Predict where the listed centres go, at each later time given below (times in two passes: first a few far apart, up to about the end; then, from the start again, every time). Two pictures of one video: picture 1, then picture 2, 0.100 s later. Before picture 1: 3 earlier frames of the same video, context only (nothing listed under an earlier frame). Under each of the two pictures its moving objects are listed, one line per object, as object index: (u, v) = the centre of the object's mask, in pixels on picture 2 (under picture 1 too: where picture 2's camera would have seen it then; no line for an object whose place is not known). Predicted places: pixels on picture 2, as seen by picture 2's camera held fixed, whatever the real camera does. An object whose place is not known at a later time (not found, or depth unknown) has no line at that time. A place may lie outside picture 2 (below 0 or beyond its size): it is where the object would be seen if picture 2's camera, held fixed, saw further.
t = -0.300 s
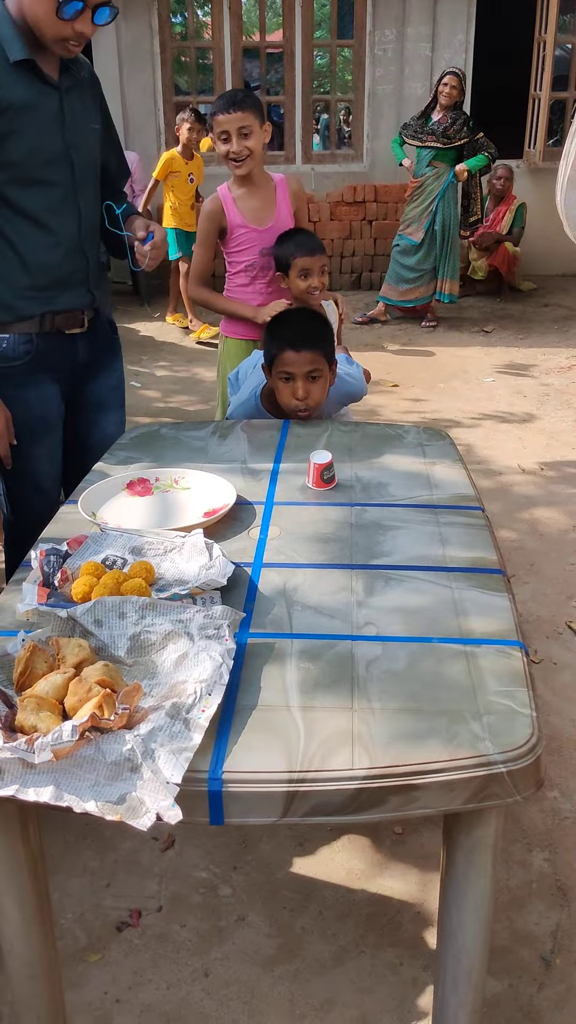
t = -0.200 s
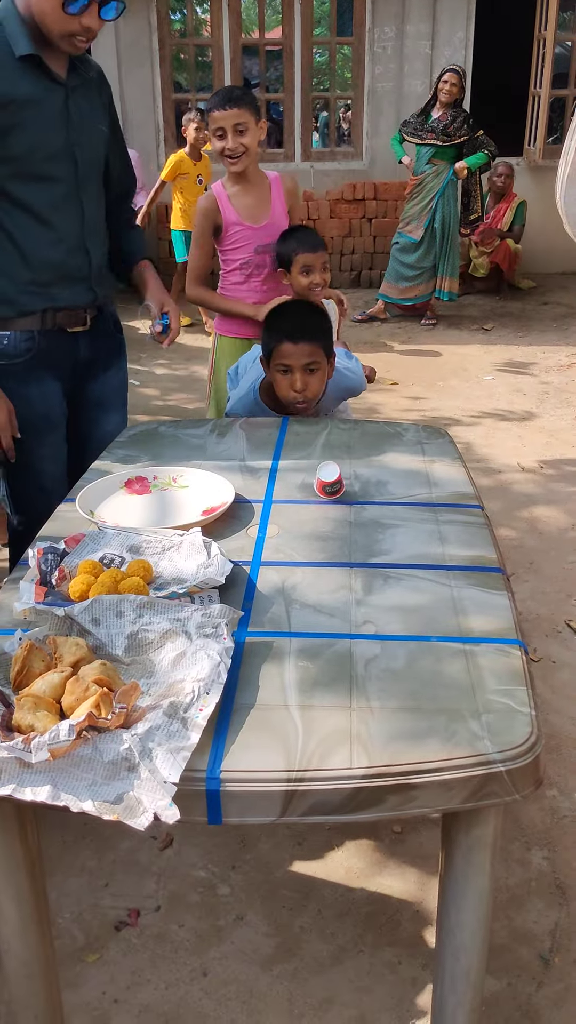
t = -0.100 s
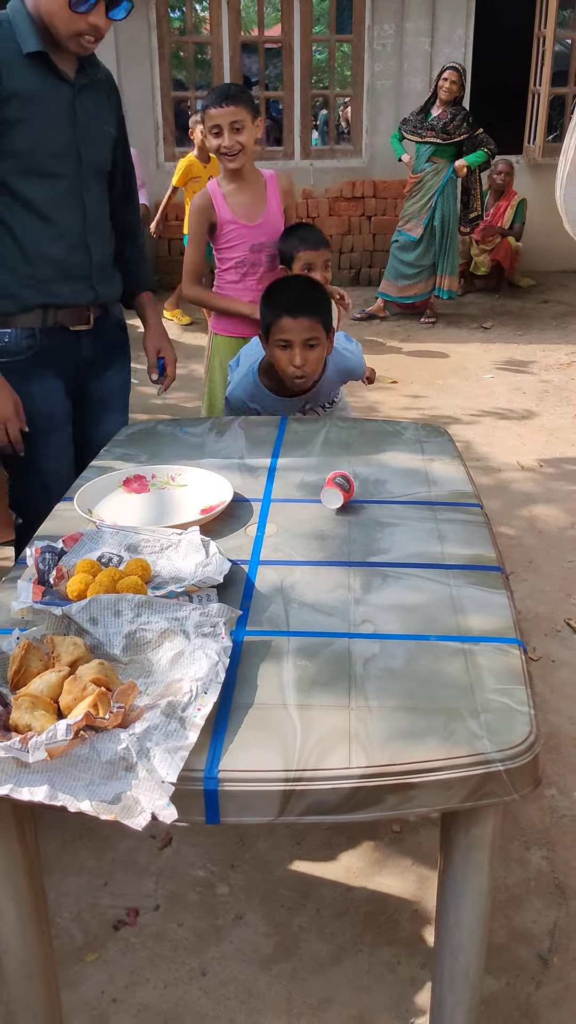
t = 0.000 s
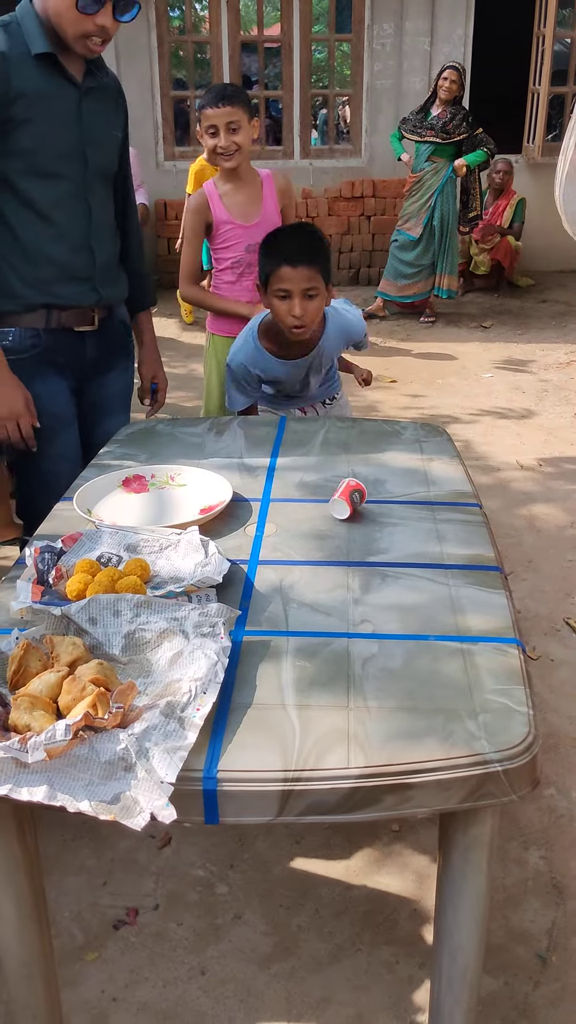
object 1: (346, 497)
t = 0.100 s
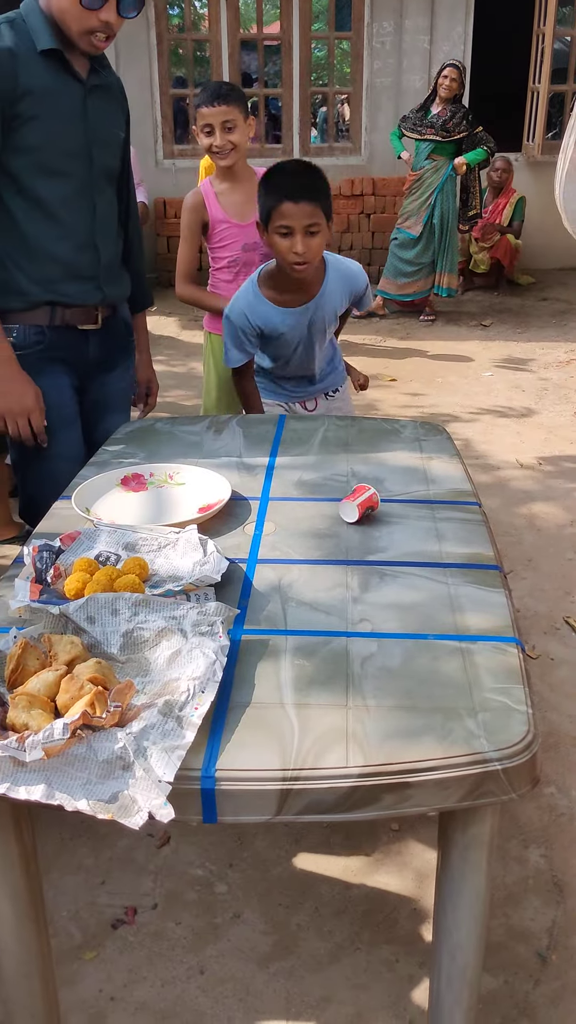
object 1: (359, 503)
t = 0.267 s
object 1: (379, 510)
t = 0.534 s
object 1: (405, 525)
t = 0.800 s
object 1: (418, 544)
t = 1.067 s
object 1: (416, 565)
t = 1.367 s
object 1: (397, 584)
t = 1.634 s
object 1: (364, 600)
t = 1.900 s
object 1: (324, 607)
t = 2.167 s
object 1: (285, 609)
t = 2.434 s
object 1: (252, 604)
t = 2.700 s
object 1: (245, 600)
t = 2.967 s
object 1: (258, 605)
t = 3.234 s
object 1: (263, 605)
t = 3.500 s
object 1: (253, 604)
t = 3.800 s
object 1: (244, 600)
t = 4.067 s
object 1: (249, 602)
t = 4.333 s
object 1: (259, 605)
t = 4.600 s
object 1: (259, 605)
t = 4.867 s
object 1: (250, 603)
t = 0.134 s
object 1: (363, 505)
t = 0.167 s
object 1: (367, 506)
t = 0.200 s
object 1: (371, 507)
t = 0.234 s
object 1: (375, 508)
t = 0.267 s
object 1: (379, 510)
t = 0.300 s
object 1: (383, 512)
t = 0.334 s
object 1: (387, 514)
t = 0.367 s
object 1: (390, 516)
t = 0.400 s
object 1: (394, 518)
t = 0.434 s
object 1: (397, 520)
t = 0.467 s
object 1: (400, 521)
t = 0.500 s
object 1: (403, 523)
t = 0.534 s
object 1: (405, 525)
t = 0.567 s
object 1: (407, 527)
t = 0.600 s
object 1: (409, 529)
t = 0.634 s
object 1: (411, 532)
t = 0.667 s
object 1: (413, 534)
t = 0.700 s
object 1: (415, 537)
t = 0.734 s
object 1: (416, 539)
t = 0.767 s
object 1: (417, 542)
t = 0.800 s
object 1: (418, 544)
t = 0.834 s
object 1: (418, 546)
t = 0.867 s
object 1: (419, 549)
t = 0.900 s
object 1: (418, 552)
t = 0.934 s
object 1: (418, 555)
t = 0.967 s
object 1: (418, 558)
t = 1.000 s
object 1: (418, 560)
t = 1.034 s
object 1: (417, 563)
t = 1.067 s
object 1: (416, 565)
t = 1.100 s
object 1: (415, 567)
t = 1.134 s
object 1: (413, 570)
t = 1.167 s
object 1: (411, 572)
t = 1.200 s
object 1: (409, 573)
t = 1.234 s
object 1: (407, 576)
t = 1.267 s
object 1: (405, 578)
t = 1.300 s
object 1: (402, 580)
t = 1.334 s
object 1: (400, 583)
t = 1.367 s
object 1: (397, 584)
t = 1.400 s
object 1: (393, 586)
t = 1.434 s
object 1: (389, 588)
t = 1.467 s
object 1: (386, 589)
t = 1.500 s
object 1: (383, 591)
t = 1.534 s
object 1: (378, 594)
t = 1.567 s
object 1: (374, 596)
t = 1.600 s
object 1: (370, 598)
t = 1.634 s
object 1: (364, 600)
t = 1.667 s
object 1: (359, 601)
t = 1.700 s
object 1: (354, 602)
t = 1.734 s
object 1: (349, 604)
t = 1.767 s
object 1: (343, 605)
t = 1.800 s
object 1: (338, 605)
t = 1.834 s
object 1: (334, 606)
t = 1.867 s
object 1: (329, 607)
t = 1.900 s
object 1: (324, 607)
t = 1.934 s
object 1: (320, 608)
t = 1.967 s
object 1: (315, 608)
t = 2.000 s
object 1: (310, 609)
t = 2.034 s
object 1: (304, 609)
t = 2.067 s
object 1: (299, 609)
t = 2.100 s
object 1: (294, 609)
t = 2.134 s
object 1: (290, 609)
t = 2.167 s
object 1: (285, 609)
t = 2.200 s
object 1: (280, 608)
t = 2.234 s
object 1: (276, 608)
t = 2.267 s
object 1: (272, 607)
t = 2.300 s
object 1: (267, 607)
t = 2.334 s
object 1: (263, 606)
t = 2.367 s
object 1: (259, 606)
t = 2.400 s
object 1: (256, 605)
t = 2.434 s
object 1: (252, 604)
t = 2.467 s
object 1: (249, 603)
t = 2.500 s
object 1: (246, 601)
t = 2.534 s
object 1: (243, 599)
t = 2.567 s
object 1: (241, 598)
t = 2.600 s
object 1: (241, 597)
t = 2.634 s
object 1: (242, 598)
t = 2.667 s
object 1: (243, 599)
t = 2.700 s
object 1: (245, 600)
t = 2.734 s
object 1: (247, 601)
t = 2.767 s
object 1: (248, 602)
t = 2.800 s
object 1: (249, 603)
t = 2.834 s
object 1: (251, 603)
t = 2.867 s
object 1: (253, 604)
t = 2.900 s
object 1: (254, 604)
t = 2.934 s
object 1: (256, 605)
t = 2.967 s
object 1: (258, 605)
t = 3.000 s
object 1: (260, 605)
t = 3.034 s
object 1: (261, 605)
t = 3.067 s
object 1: (262, 605)
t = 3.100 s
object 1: (263, 605)
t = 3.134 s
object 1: (263, 605)
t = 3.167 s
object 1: (263, 605)
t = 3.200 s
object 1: (263, 605)
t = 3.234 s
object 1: (263, 605)
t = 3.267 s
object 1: (262, 605)
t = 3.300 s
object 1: (261, 605)
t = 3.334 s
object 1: (260, 605)
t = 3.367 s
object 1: (259, 605)
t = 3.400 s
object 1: (257, 605)
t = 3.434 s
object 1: (255, 605)
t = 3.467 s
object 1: (254, 604)
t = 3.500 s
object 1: (253, 604)
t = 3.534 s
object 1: (251, 604)
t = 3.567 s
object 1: (250, 603)
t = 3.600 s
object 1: (249, 603)
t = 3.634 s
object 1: (248, 602)
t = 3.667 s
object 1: (247, 602)
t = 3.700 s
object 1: (246, 601)
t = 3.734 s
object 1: (245, 601)
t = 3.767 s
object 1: (245, 600)
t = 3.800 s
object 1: (244, 600)
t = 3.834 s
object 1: (244, 600)
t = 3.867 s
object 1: (244, 600)
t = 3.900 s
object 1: (245, 601)
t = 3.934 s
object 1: (246, 601)
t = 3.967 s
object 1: (246, 601)
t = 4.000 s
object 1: (247, 602)
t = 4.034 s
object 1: (248, 602)
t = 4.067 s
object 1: (249, 602)
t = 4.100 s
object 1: (250, 603)
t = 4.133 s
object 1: (251, 603)
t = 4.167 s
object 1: (252, 604)
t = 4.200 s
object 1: (253, 604)
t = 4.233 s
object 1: (255, 604)
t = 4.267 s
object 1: (256, 605)
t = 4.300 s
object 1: (257, 605)
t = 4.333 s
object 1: (259, 605)
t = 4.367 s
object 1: (259, 605)
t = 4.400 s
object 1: (261, 605)
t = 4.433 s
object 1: (261, 605)
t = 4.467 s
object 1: (262, 605)
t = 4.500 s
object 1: (261, 605)
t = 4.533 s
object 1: (261, 605)
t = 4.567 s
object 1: (260, 605)
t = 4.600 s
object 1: (259, 605)
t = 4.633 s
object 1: (258, 605)
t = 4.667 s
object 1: (257, 605)
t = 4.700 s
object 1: (256, 605)
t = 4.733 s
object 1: (254, 604)
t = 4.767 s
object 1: (253, 604)
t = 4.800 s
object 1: (252, 604)
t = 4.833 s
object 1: (251, 603)
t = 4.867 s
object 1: (250, 603)
